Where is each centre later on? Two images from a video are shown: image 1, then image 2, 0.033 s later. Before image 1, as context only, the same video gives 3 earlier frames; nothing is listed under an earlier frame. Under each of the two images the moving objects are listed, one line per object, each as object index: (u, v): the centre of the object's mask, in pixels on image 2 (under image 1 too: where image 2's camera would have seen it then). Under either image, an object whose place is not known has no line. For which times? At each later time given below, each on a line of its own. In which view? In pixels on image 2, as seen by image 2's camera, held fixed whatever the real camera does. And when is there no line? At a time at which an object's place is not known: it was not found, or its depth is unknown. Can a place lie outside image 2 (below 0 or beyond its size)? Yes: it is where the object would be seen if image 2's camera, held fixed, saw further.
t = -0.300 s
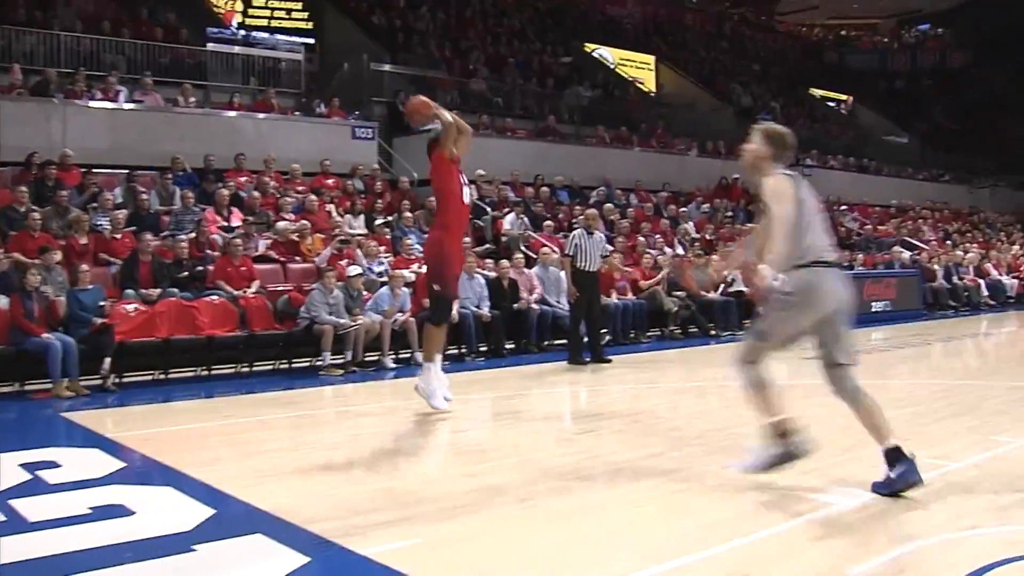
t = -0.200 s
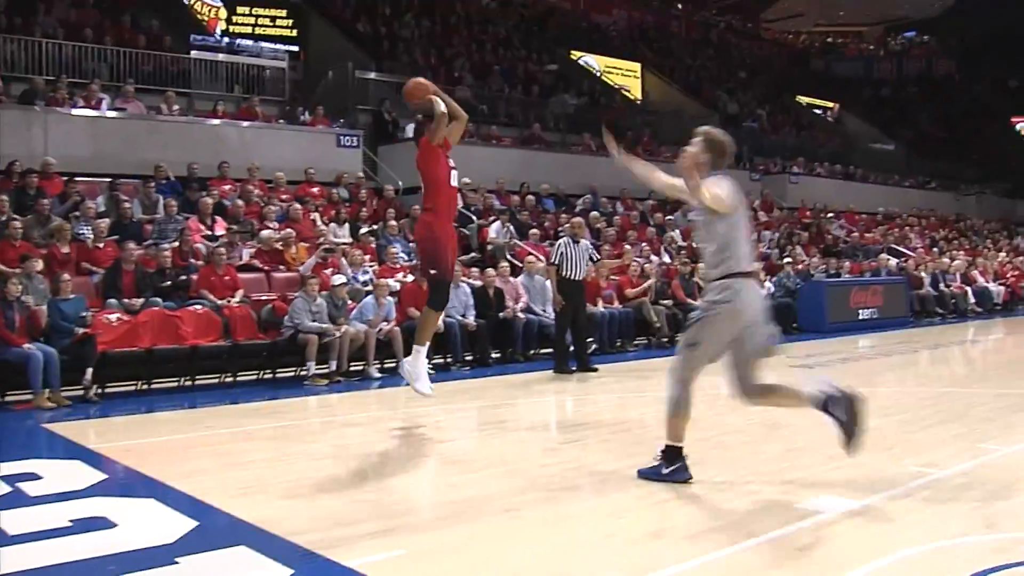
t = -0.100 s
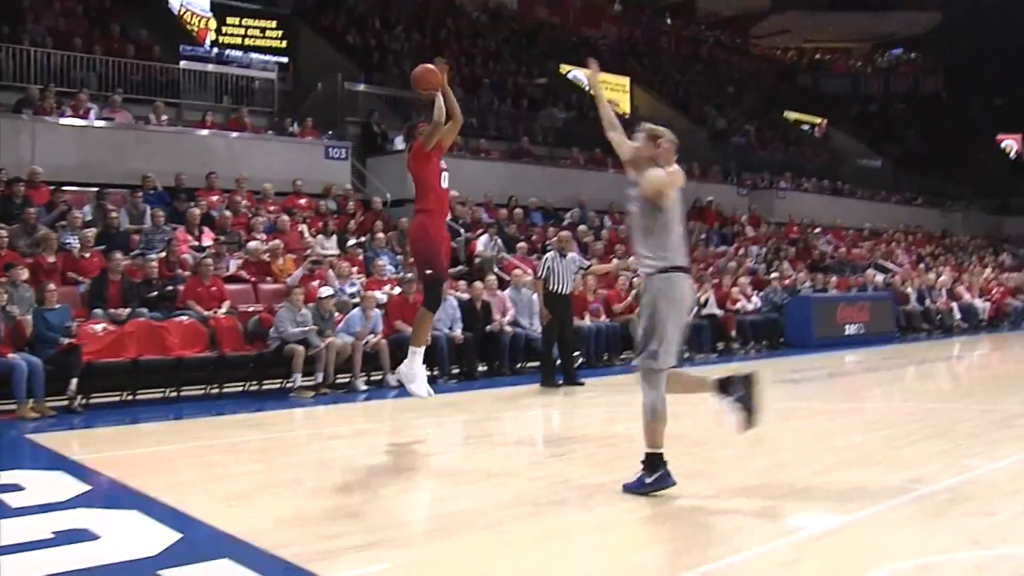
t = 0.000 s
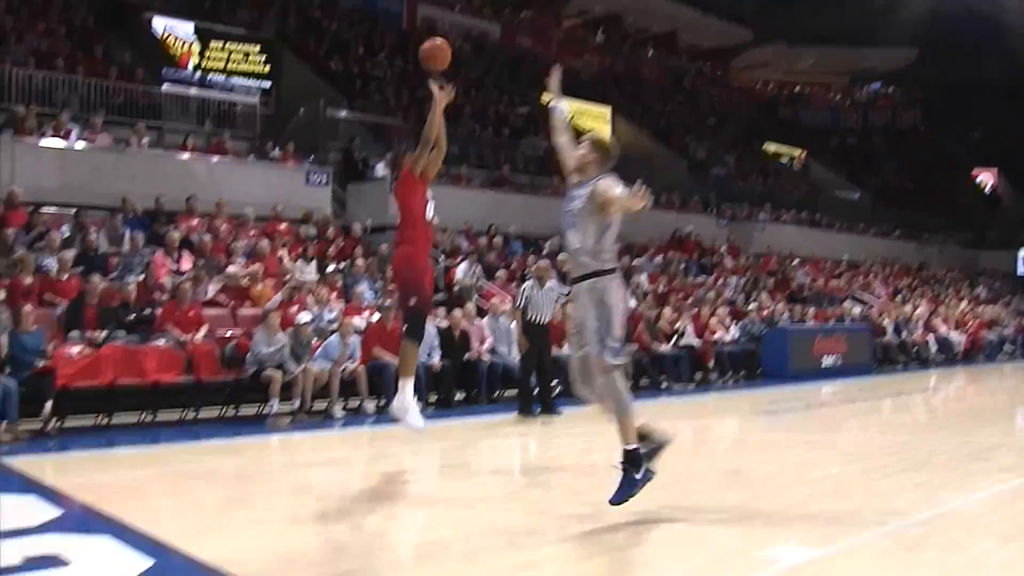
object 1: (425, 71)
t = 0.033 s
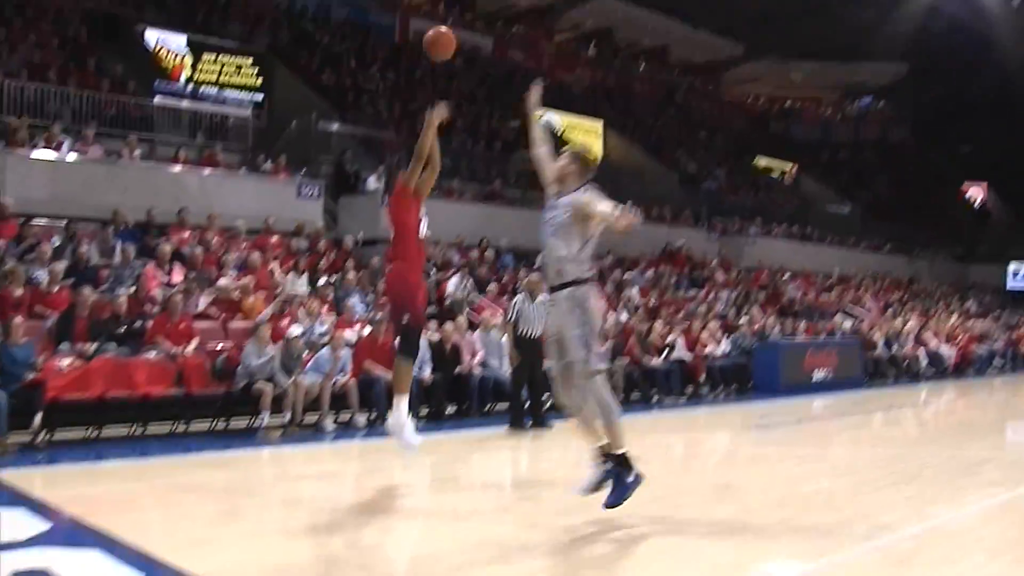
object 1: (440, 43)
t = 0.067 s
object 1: (453, 17)
